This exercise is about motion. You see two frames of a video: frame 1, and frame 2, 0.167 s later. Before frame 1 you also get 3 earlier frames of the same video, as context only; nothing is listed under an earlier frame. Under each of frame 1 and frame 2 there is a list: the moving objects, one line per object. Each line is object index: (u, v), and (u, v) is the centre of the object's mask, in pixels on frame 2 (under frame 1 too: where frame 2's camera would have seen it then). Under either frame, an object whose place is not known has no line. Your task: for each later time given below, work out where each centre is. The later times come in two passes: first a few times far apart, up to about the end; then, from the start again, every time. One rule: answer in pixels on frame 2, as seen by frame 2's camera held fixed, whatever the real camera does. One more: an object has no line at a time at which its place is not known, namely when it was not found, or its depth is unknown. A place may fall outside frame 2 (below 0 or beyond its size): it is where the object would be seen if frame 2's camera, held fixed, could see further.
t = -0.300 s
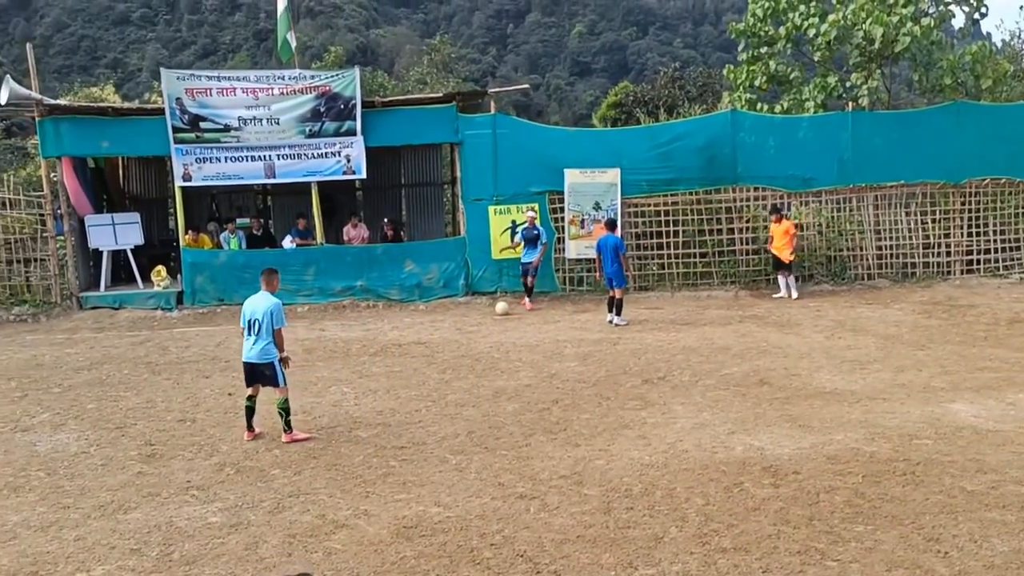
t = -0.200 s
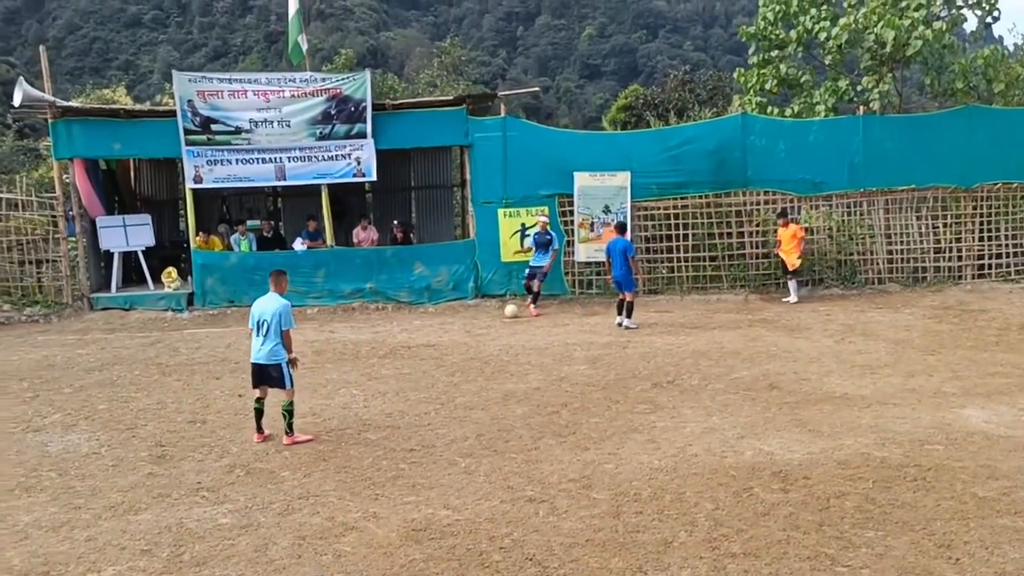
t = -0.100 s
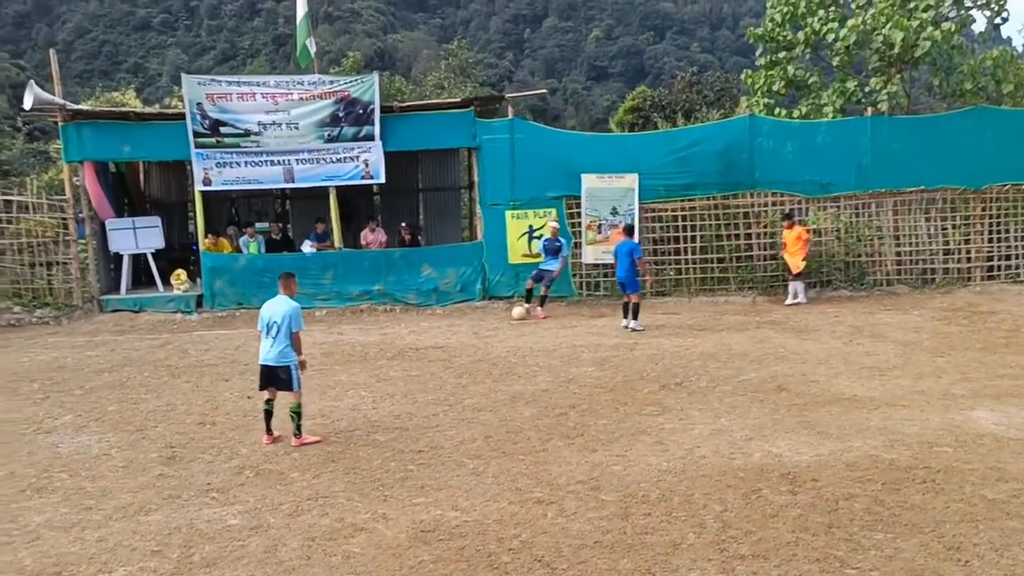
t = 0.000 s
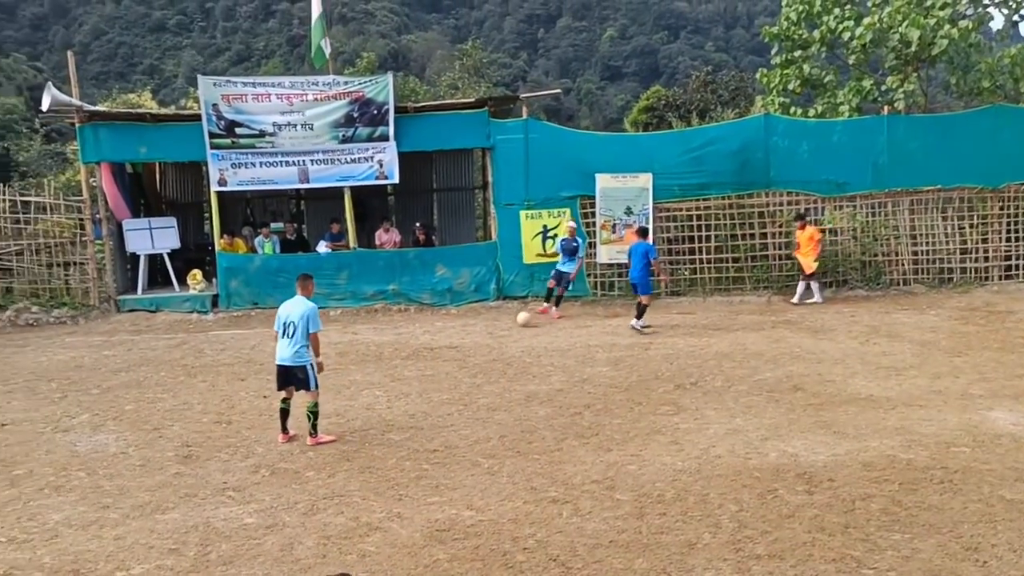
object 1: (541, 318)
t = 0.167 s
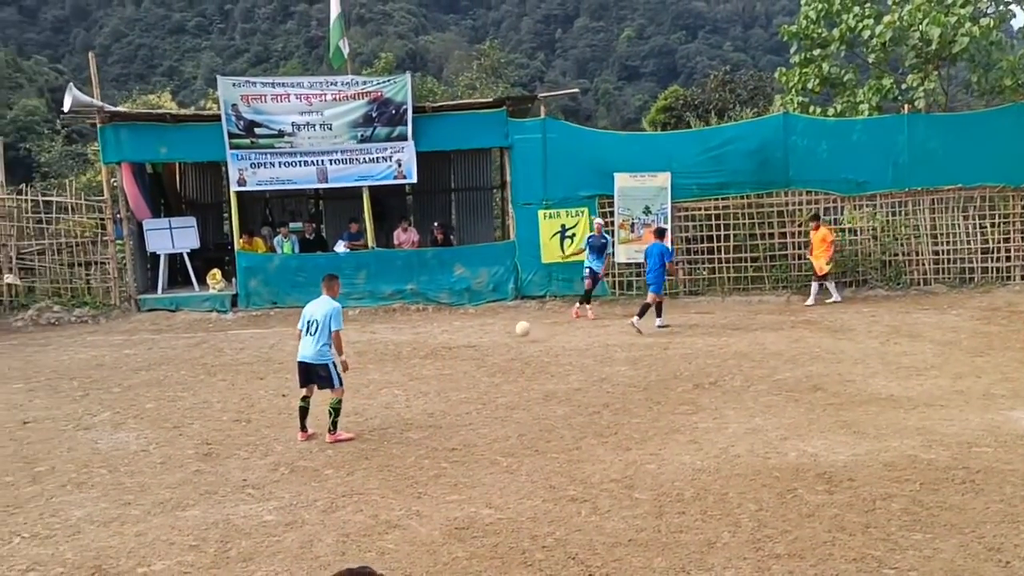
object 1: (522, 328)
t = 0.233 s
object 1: (514, 336)
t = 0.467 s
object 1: (490, 349)
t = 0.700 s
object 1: (466, 374)
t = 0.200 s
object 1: (519, 332)
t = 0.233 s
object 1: (514, 336)
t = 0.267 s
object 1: (511, 341)
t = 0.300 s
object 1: (507, 347)
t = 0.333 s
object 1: (502, 354)
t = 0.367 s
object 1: (499, 352)
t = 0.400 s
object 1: (496, 350)
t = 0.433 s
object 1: (493, 349)
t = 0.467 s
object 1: (490, 349)
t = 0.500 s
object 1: (486, 349)
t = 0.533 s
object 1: (483, 351)
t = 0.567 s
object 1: (480, 353)
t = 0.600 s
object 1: (476, 357)
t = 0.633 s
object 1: (473, 361)
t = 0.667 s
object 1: (469, 367)
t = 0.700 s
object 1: (466, 374)
